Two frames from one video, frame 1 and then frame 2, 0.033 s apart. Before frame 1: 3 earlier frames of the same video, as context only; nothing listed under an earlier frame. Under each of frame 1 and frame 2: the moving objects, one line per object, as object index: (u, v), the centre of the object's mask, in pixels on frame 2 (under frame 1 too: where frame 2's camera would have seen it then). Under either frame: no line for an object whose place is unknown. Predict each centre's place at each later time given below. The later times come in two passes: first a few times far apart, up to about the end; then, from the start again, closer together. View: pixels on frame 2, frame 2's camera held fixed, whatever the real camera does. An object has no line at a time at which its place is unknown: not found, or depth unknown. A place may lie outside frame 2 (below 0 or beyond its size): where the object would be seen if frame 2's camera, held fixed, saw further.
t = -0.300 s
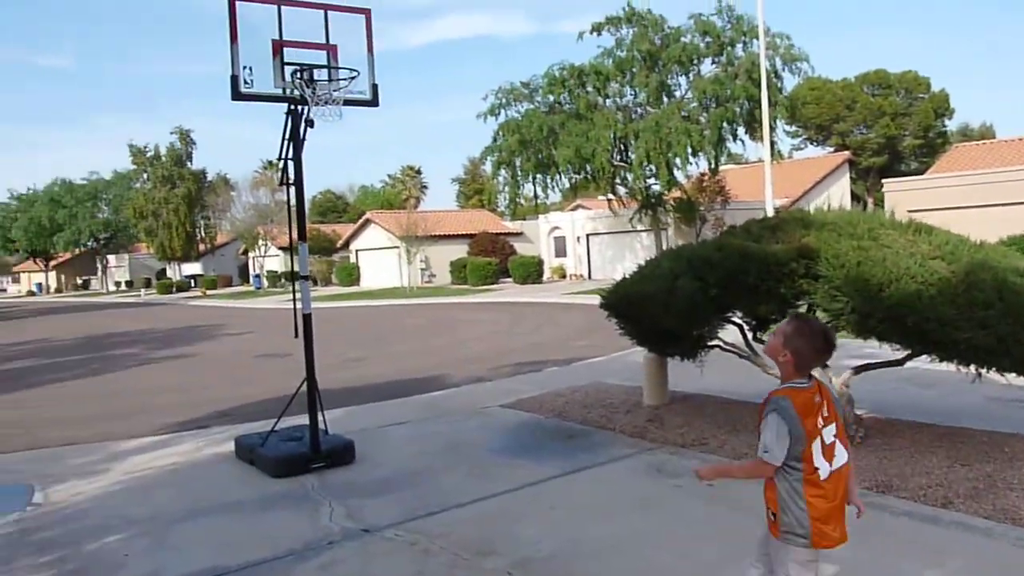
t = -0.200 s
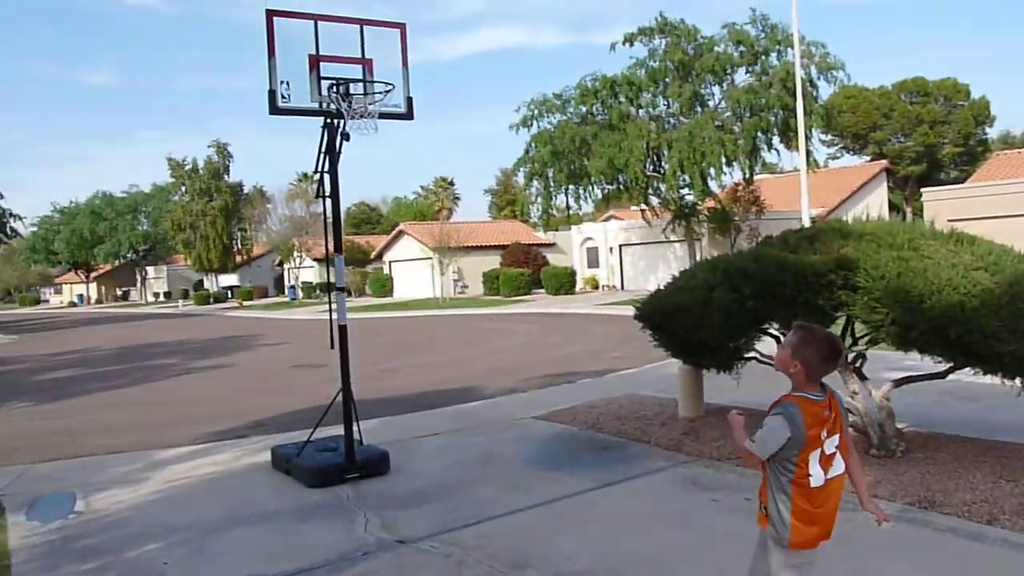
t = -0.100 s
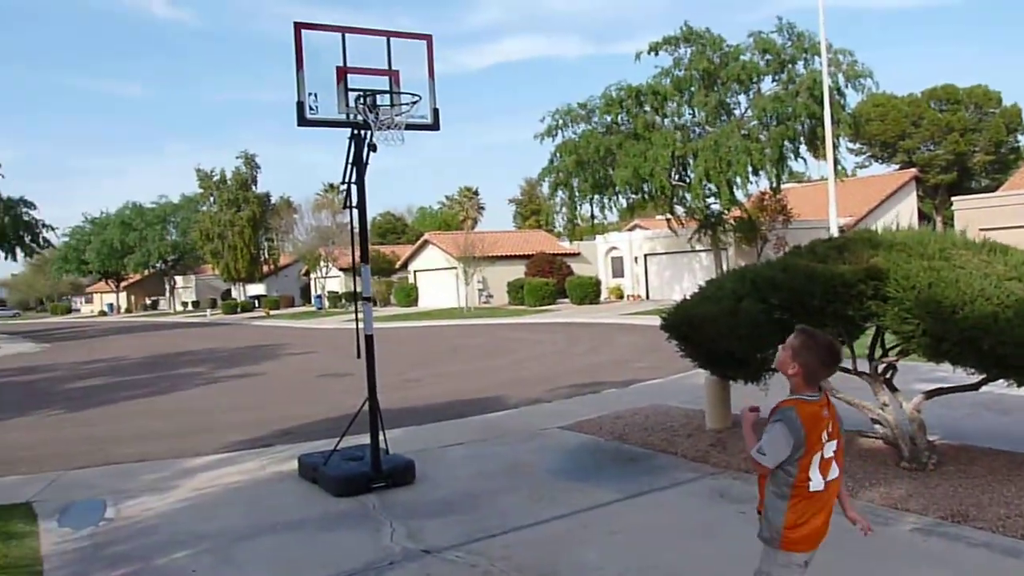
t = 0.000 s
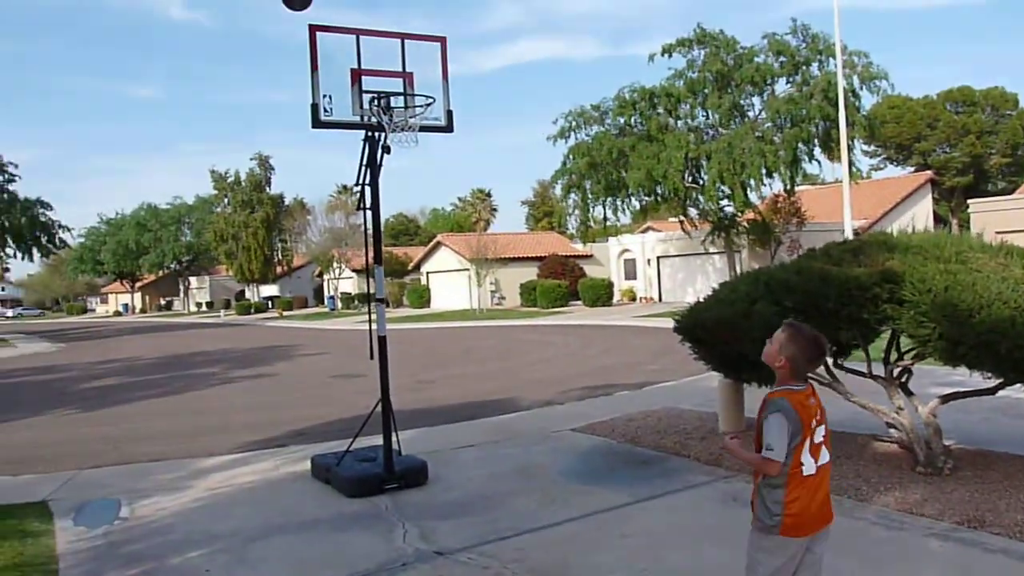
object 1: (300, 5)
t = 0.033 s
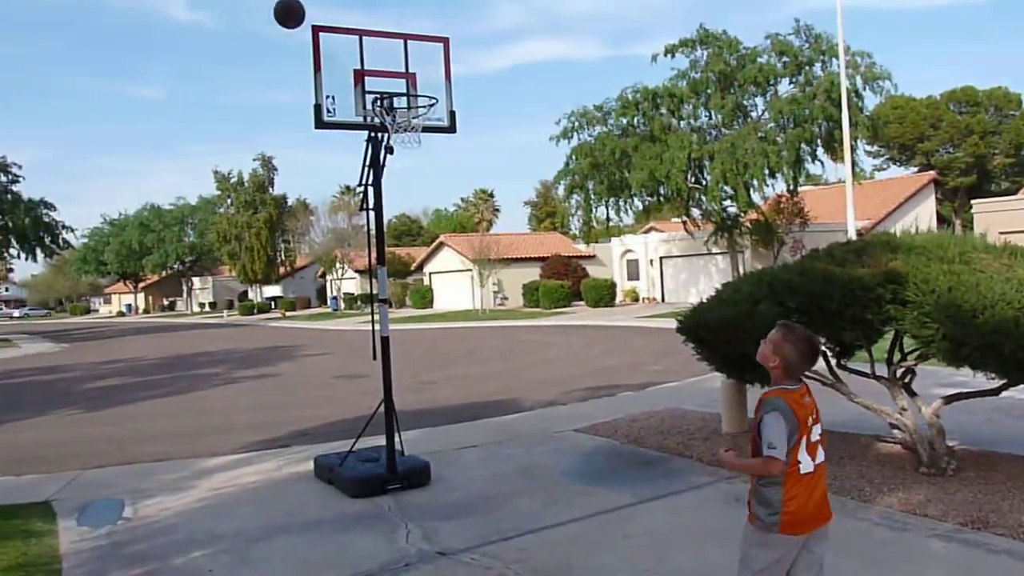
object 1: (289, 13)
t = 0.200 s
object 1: (246, 109)
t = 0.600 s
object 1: (185, 380)
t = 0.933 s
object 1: (150, 332)
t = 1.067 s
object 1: (137, 289)
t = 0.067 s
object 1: (279, 31)
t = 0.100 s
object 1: (270, 49)
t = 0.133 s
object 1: (262, 69)
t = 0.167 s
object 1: (254, 88)
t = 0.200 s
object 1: (246, 109)
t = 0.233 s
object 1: (239, 129)
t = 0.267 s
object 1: (233, 150)
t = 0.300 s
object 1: (226, 172)
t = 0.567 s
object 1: (188, 355)
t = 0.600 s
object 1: (185, 380)
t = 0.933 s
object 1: (150, 332)
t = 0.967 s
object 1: (146, 319)
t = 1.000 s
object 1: (143, 308)
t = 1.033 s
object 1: (139, 298)
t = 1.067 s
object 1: (137, 289)
